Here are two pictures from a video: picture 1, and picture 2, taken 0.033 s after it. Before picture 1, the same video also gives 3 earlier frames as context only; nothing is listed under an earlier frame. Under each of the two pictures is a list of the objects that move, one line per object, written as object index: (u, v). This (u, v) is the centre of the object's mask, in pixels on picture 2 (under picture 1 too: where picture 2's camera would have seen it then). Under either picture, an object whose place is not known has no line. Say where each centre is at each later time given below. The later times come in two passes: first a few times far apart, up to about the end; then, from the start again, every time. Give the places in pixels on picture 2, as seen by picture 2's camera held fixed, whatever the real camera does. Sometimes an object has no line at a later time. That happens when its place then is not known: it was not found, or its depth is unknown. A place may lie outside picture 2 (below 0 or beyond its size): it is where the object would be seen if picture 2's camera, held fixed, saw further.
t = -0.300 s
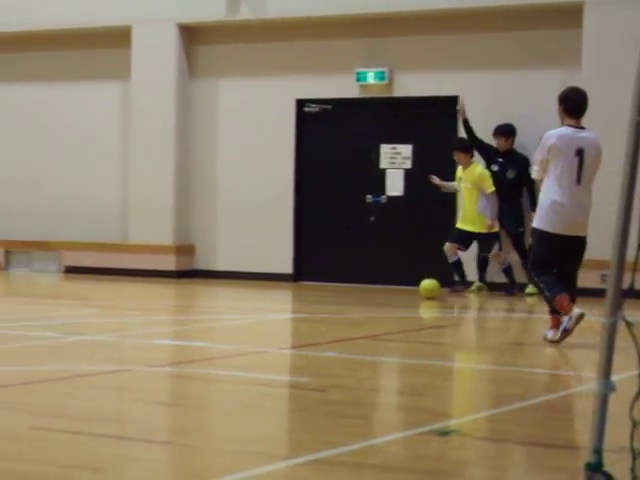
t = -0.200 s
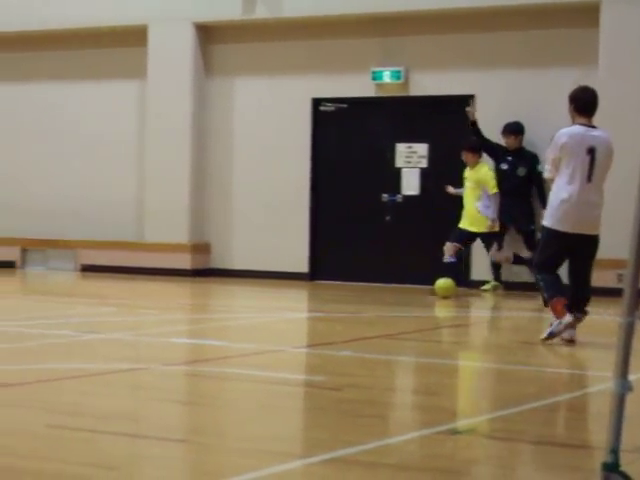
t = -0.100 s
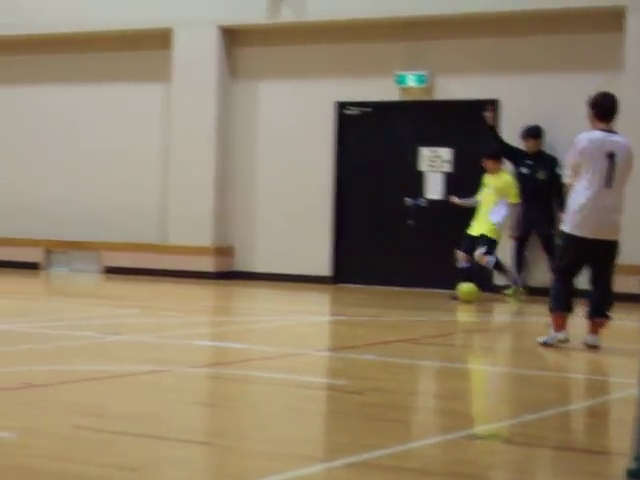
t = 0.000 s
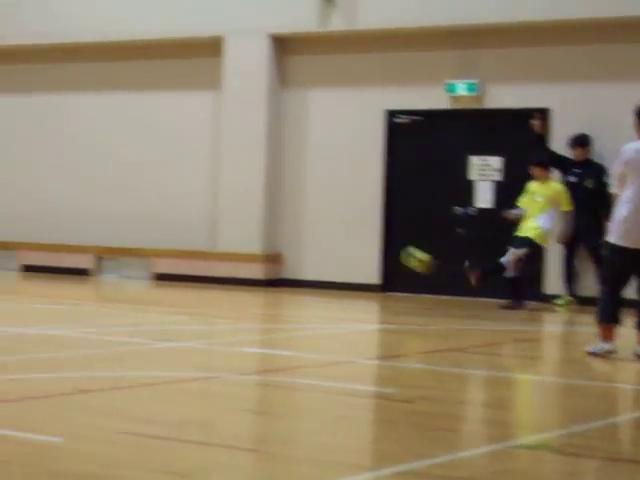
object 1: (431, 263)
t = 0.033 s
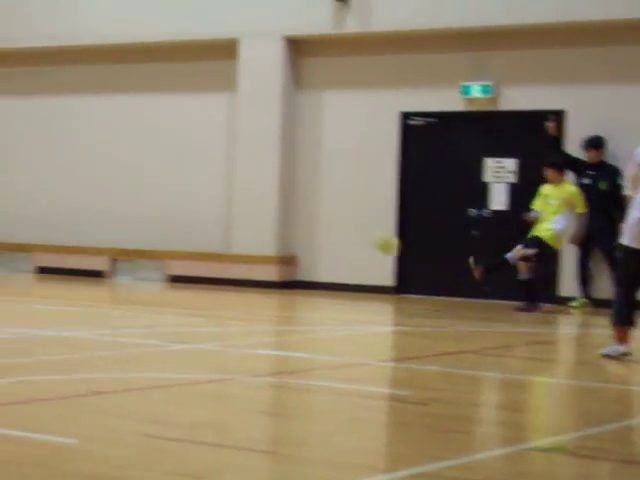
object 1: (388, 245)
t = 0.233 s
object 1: (126, 155)
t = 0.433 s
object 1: (-117, 101)
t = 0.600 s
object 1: (-314, 76)
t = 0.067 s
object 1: (342, 227)
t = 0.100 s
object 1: (295, 208)
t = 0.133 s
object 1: (254, 196)
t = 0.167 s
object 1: (210, 182)
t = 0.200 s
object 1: (166, 167)
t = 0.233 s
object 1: (126, 155)
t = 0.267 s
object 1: (85, 145)
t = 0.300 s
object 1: (42, 135)
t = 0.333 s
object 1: (2, 124)
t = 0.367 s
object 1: (-37, 115)
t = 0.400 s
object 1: (-79, 108)
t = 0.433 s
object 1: (-117, 101)
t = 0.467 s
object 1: (-155, 95)
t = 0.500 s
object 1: (-196, 88)
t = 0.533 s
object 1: (-234, 82)
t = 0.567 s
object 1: (-275, 78)
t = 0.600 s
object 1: (-314, 76)
